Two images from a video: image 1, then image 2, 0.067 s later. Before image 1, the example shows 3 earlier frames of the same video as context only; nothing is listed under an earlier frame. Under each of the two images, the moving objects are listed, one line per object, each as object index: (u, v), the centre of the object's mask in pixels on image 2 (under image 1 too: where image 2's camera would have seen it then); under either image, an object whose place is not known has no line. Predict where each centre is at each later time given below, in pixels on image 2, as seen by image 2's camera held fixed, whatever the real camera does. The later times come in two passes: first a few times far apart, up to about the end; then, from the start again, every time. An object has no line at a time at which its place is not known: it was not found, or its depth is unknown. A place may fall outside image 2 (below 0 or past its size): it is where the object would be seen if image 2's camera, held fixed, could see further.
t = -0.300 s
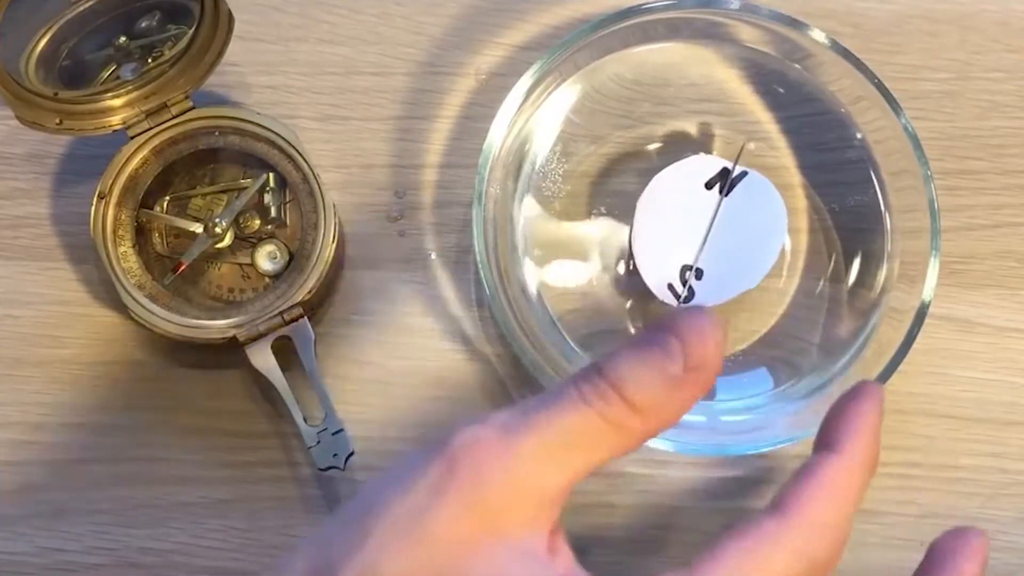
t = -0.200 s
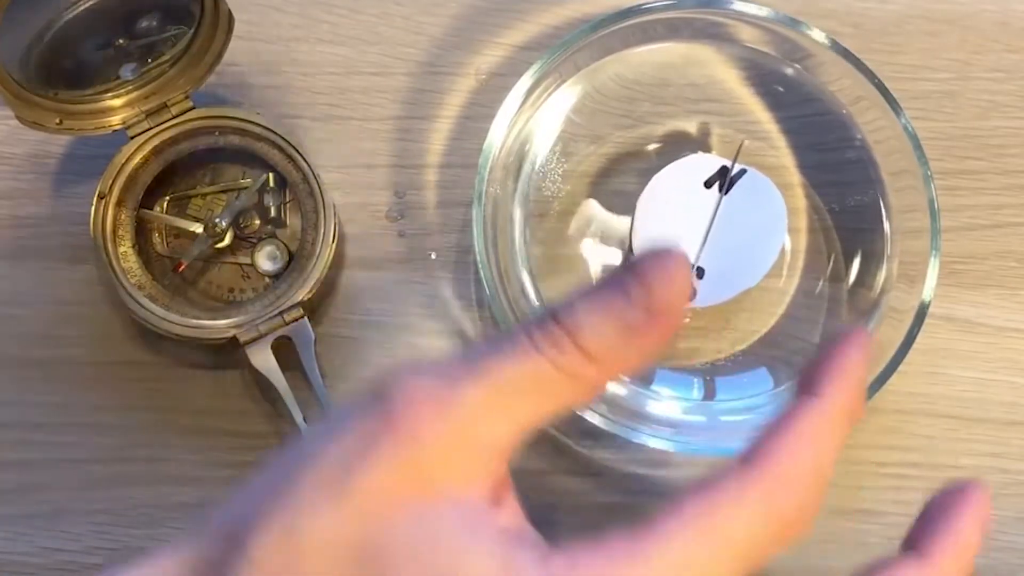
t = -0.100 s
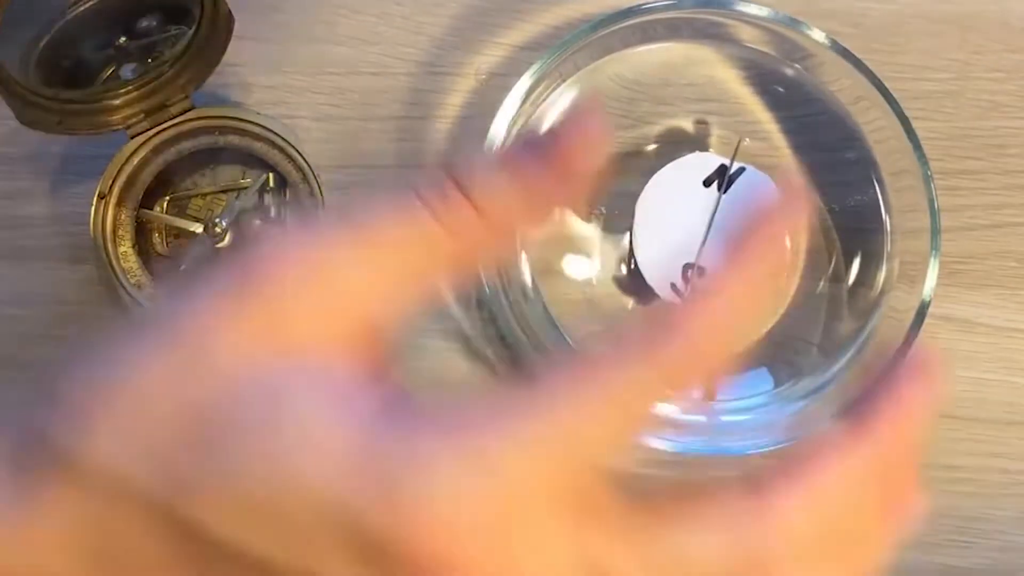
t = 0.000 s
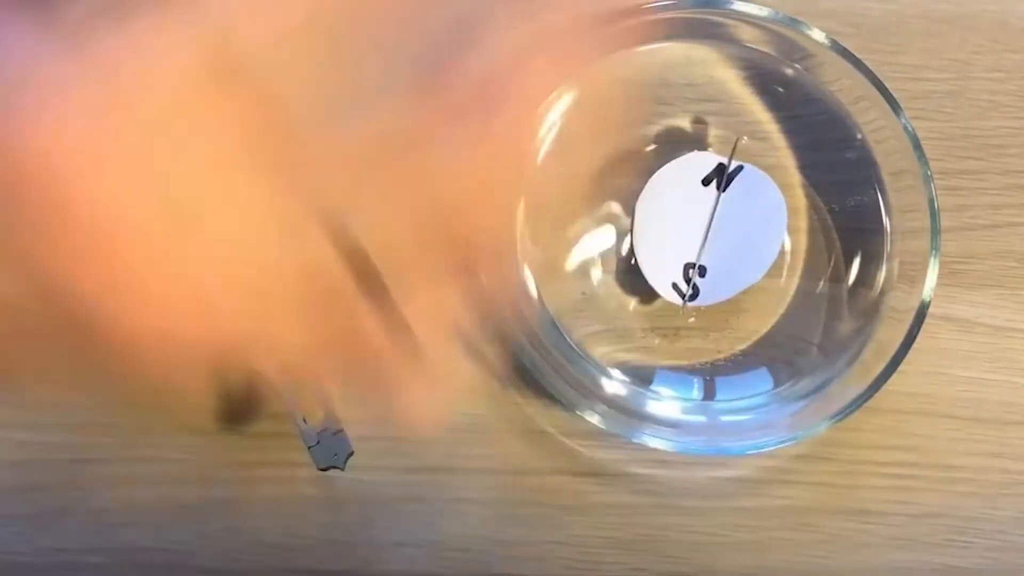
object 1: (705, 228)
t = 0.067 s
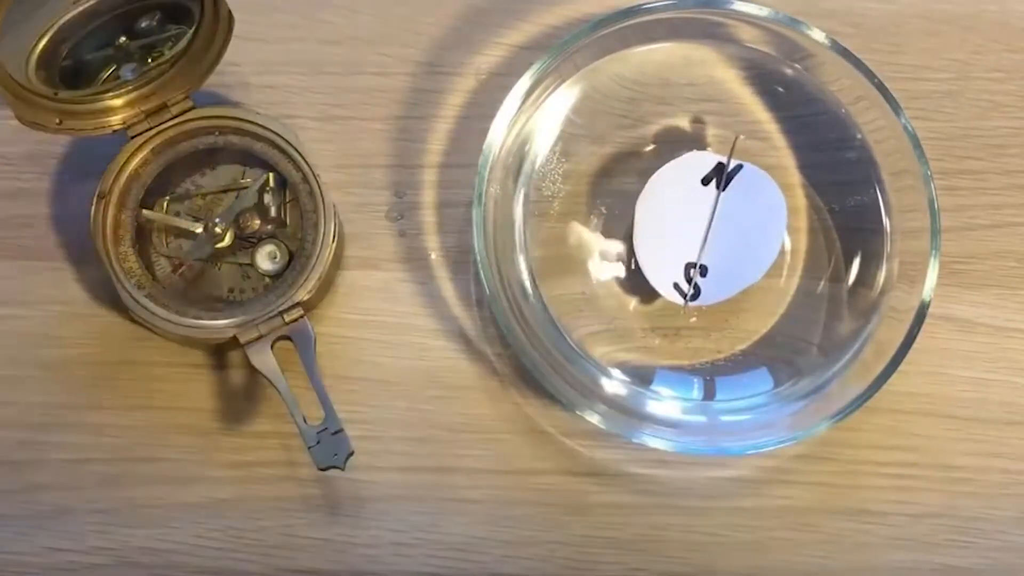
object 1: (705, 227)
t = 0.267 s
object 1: (706, 225)
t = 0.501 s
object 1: (712, 224)
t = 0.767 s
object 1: (712, 222)
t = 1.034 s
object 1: (712, 219)
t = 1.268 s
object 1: (712, 217)
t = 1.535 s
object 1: (712, 215)
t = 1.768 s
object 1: (712, 213)
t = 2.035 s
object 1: (712, 211)
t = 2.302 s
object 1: (712, 208)
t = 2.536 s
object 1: (711, 207)
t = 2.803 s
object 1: (711, 205)
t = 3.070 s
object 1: (710, 204)
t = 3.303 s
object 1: (709, 203)
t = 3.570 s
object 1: (708, 201)
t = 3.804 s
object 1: (708, 200)
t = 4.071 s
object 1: (708, 204)
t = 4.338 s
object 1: (708, 203)
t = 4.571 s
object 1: (708, 201)
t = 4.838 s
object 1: (708, 201)
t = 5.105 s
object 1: (708, 200)
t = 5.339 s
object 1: (708, 200)
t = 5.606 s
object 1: (708, 199)
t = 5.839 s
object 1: (708, 198)
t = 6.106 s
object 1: (708, 197)
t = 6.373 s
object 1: (708, 196)
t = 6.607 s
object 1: (708, 195)
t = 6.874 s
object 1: (708, 194)
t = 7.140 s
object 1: (708, 193)
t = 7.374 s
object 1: (708, 192)
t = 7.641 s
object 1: (708, 191)
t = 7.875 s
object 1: (708, 190)
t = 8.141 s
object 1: (708, 189)
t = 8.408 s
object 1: (708, 189)
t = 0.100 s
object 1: (705, 227)
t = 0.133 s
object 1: (706, 226)
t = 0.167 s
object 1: (706, 226)
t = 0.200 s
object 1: (706, 226)
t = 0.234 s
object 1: (706, 225)
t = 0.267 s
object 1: (706, 225)
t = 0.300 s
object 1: (706, 224)
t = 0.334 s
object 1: (706, 225)
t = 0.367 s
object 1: (706, 224)
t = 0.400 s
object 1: (711, 225)
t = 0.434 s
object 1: (711, 224)
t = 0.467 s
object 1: (712, 224)
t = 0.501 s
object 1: (712, 224)
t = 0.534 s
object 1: (712, 224)
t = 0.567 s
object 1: (712, 223)
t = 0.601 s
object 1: (712, 223)
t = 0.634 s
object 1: (712, 223)
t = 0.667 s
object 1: (712, 222)
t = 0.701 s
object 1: (712, 223)
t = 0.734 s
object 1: (712, 222)
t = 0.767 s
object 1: (712, 222)
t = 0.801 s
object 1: (712, 221)
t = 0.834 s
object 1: (712, 221)
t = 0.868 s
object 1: (712, 221)
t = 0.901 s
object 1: (712, 220)
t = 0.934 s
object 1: (712, 220)
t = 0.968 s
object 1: (712, 220)
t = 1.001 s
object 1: (712, 220)
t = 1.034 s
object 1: (712, 219)
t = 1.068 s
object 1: (710, 219)
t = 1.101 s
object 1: (711, 219)
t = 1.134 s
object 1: (711, 218)
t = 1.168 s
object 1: (711, 218)
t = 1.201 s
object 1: (711, 218)
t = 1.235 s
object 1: (711, 217)
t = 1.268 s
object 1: (712, 217)
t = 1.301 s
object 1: (712, 217)
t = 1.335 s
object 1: (712, 217)
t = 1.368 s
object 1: (712, 216)
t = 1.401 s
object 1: (711, 215)
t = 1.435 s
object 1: (711, 216)
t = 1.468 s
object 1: (711, 215)
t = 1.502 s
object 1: (711, 215)
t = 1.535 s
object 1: (712, 215)
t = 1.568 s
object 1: (712, 215)
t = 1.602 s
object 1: (712, 214)
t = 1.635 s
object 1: (712, 214)
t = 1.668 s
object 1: (712, 214)
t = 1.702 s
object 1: (712, 213)
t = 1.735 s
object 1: (712, 213)
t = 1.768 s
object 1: (712, 213)
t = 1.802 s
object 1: (712, 212)
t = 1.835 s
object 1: (712, 212)
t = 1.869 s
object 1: (712, 212)
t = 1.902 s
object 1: (712, 212)
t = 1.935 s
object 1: (712, 211)
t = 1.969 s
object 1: (712, 211)
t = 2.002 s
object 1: (712, 211)
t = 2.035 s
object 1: (712, 211)
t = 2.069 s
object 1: (712, 210)
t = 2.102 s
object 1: (712, 210)
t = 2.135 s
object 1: (712, 210)
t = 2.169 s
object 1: (712, 209)
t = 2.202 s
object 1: (712, 209)
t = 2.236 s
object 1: (712, 209)
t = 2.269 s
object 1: (712, 208)
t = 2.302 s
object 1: (712, 208)
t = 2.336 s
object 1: (712, 208)
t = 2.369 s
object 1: (712, 208)
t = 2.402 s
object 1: (712, 207)
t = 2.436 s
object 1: (712, 207)
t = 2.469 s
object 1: (711, 207)
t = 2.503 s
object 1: (711, 207)
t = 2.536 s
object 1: (711, 207)
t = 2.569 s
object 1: (711, 206)
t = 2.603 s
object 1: (711, 206)
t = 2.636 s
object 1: (711, 206)
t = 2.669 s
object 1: (711, 206)
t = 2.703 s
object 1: (711, 206)
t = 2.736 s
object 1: (711, 205)
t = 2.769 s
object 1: (711, 205)
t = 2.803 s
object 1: (711, 205)
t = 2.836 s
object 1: (711, 205)
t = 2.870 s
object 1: (710, 205)
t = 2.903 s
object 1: (710, 205)
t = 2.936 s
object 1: (710, 205)
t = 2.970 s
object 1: (710, 204)
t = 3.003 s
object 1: (710, 204)
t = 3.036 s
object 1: (710, 204)
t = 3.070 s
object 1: (710, 204)
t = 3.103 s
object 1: (710, 204)
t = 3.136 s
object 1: (709, 204)
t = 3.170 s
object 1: (709, 203)
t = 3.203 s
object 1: (709, 203)
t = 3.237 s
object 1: (709, 203)
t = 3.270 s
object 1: (709, 203)
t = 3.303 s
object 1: (709, 203)
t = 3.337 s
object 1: (709, 203)
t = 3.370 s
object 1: (709, 202)
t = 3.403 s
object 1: (709, 202)
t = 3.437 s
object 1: (709, 202)
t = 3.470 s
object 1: (709, 202)
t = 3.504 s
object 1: (709, 202)
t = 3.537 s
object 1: (708, 202)
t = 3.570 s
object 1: (708, 201)
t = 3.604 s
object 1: (708, 201)
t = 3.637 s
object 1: (707, 201)
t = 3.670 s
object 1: (708, 200)
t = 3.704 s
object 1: (709, 200)
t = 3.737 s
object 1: (708, 200)
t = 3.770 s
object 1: (708, 200)
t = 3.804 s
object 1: (708, 200)
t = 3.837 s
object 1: (707, 200)
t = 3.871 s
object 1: (708, 199)
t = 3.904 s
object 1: (708, 199)
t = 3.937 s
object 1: (709, 205)
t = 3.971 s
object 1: (709, 205)
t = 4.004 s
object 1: (709, 204)
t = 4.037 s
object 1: (709, 204)
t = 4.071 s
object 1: (708, 204)
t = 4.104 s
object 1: (709, 203)
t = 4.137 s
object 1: (708, 204)
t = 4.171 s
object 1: (709, 203)
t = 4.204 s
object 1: (709, 203)
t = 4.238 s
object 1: (708, 203)
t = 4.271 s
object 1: (709, 203)
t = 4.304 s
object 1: (708, 203)
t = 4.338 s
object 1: (708, 203)
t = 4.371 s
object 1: (709, 202)
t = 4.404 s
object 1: (709, 202)
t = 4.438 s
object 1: (708, 202)
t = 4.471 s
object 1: (708, 201)
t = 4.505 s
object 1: (708, 201)
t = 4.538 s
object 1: (708, 201)
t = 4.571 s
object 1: (708, 201)
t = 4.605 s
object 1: (708, 201)
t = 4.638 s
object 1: (708, 201)
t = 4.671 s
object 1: (708, 201)
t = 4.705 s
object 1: (708, 201)
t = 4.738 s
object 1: (708, 201)
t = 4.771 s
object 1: (708, 201)
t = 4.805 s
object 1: (708, 201)
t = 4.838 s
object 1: (708, 201)
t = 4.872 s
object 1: (708, 201)
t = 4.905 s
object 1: (708, 201)
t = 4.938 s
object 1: (708, 200)
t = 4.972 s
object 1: (708, 200)
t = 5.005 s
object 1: (708, 200)
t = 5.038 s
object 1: (708, 200)
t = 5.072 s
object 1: (708, 200)
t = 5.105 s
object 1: (708, 200)
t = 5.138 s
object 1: (708, 200)
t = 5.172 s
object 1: (708, 200)
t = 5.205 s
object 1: (708, 200)
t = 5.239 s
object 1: (708, 200)
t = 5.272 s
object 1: (708, 200)
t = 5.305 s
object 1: (708, 200)
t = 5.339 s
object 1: (708, 200)
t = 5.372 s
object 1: (708, 199)
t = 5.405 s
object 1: (708, 199)
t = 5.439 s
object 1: (708, 199)
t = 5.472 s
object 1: (708, 199)
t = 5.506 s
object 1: (708, 199)
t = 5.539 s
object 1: (708, 199)
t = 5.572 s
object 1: (708, 199)
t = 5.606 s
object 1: (708, 199)
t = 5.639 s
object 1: (708, 198)
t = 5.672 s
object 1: (708, 198)
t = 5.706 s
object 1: (708, 198)
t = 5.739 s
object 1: (708, 198)
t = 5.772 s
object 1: (708, 198)
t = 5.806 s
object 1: (708, 198)
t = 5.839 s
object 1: (708, 198)
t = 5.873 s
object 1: (708, 198)
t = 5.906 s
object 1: (708, 198)
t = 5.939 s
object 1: (708, 198)
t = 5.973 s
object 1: (708, 198)
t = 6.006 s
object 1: (708, 197)
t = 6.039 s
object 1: (708, 197)
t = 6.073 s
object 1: (708, 197)
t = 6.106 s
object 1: (708, 197)
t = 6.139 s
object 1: (708, 197)
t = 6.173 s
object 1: (708, 197)
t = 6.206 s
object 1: (708, 197)
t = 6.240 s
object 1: (708, 197)
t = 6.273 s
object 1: (708, 196)
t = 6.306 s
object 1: (708, 196)
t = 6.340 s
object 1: (708, 196)
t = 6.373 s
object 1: (708, 196)
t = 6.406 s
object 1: (708, 196)
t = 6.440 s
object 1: (708, 196)
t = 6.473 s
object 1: (708, 196)
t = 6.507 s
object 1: (708, 195)
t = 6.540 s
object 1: (708, 195)
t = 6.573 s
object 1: (708, 195)
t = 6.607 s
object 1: (708, 195)
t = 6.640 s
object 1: (708, 195)
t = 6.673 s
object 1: (708, 195)
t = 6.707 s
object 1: (708, 195)
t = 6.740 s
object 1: (708, 195)
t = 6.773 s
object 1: (708, 195)
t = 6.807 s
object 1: (708, 194)
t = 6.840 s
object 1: (708, 194)
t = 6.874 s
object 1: (708, 194)
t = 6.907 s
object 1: (708, 194)
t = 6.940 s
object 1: (708, 194)
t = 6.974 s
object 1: (708, 194)
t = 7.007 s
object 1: (708, 194)
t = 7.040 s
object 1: (708, 194)
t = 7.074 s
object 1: (708, 193)
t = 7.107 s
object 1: (708, 193)
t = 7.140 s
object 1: (708, 193)
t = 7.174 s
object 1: (708, 193)
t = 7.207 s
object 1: (708, 193)
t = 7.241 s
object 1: (708, 193)
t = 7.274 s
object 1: (708, 193)
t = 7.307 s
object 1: (708, 192)
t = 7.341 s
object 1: (708, 192)
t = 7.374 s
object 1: (708, 192)
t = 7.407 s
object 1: (708, 192)
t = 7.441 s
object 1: (708, 192)
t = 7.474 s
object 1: (708, 192)
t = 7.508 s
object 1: (708, 192)
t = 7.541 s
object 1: (708, 191)
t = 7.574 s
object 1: (708, 191)
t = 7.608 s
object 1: (708, 191)
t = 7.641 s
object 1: (708, 191)
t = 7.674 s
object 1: (708, 191)
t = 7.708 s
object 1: (708, 191)
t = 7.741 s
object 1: (708, 191)
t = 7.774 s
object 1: (708, 191)
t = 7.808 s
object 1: (708, 190)
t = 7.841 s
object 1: (708, 190)
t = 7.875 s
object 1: (708, 190)
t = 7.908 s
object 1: (708, 190)
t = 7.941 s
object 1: (708, 190)
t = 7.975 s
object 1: (707, 190)
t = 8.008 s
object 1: (707, 190)
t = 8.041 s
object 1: (707, 190)
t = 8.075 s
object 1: (707, 189)
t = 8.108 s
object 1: (707, 190)
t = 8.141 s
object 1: (708, 189)
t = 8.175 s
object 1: (708, 189)
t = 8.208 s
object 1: (708, 189)
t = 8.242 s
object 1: (708, 189)
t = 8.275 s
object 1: (708, 189)
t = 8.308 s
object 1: (708, 189)
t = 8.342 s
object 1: (708, 189)
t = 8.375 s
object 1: (708, 189)
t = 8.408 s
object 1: (708, 189)
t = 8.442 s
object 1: (708, 189)
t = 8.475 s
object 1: (708, 189)
